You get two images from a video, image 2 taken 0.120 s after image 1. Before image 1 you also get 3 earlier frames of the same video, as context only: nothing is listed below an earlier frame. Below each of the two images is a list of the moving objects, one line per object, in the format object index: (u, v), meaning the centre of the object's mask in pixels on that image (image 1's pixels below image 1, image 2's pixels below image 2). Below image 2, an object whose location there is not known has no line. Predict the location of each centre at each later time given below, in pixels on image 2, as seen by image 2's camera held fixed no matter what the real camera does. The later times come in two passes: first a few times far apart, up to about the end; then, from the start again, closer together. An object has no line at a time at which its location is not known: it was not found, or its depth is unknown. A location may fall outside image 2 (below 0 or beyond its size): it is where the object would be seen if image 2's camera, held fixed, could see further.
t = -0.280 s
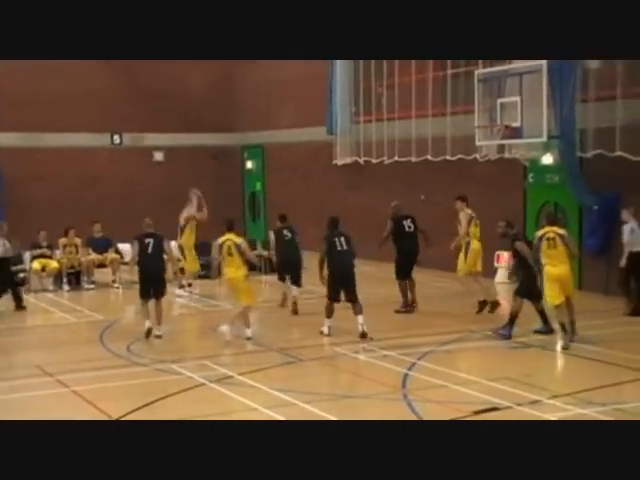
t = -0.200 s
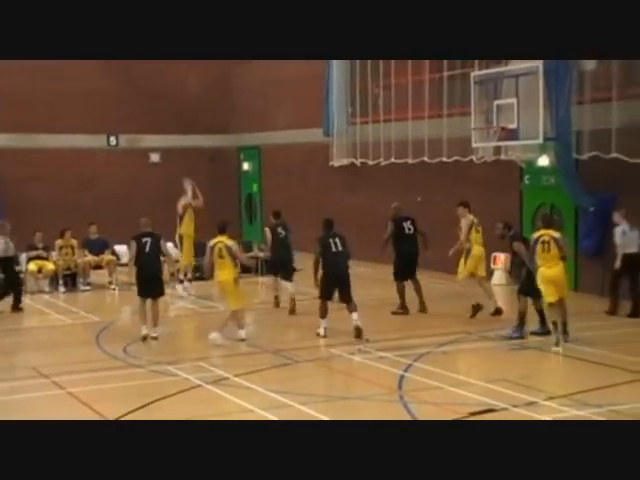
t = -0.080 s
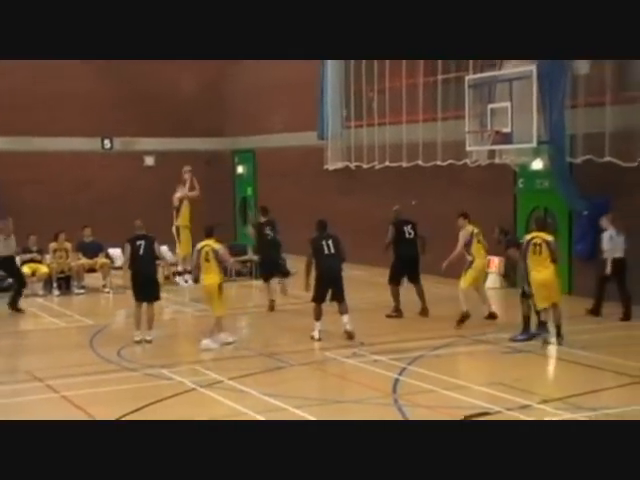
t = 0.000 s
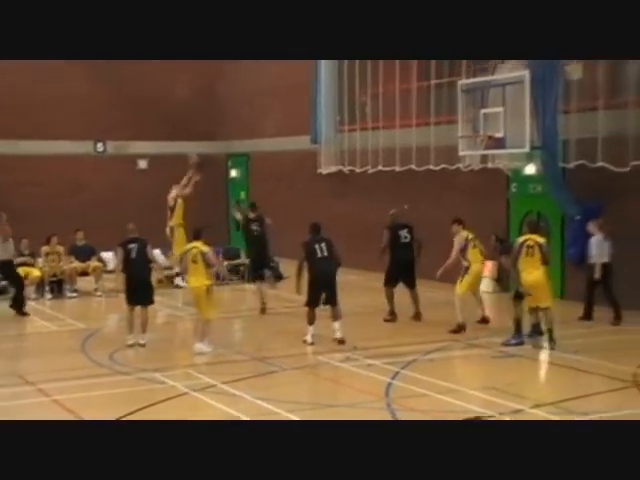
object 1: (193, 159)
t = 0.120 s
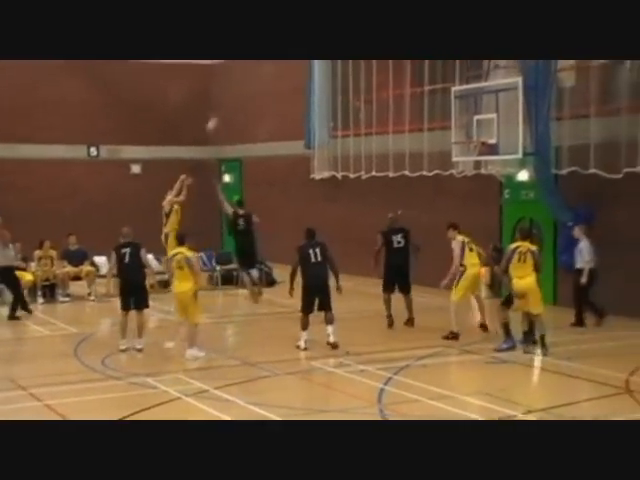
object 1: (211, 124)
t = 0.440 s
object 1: (286, 68)
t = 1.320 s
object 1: (453, 151)
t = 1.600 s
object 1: (474, 174)
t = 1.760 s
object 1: (485, 203)
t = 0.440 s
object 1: (286, 68)
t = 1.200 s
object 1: (454, 148)
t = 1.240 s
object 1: (451, 150)
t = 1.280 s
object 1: (452, 151)
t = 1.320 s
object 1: (453, 151)
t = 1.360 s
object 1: (456, 152)
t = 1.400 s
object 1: (458, 154)
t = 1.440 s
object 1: (462, 152)
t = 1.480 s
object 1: (464, 162)
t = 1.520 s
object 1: (464, 164)
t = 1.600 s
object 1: (474, 174)
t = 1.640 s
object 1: (476, 177)
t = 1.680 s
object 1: (480, 183)
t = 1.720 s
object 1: (482, 192)
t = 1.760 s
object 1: (485, 203)
